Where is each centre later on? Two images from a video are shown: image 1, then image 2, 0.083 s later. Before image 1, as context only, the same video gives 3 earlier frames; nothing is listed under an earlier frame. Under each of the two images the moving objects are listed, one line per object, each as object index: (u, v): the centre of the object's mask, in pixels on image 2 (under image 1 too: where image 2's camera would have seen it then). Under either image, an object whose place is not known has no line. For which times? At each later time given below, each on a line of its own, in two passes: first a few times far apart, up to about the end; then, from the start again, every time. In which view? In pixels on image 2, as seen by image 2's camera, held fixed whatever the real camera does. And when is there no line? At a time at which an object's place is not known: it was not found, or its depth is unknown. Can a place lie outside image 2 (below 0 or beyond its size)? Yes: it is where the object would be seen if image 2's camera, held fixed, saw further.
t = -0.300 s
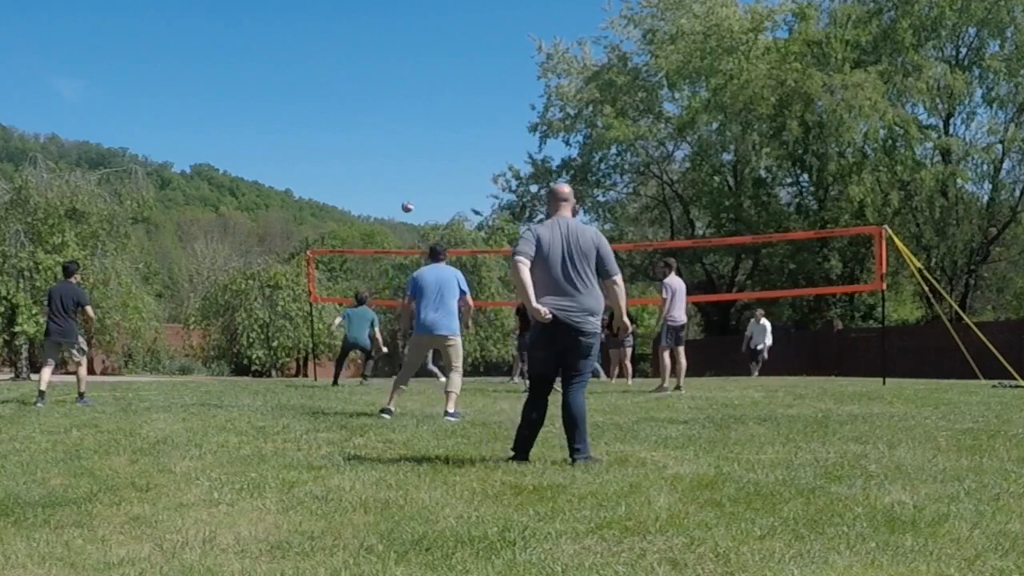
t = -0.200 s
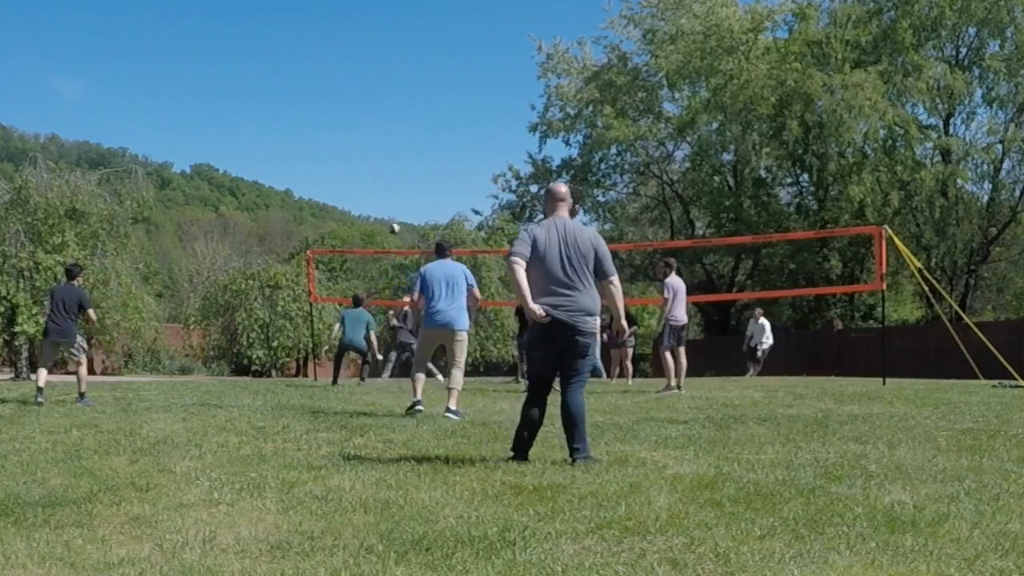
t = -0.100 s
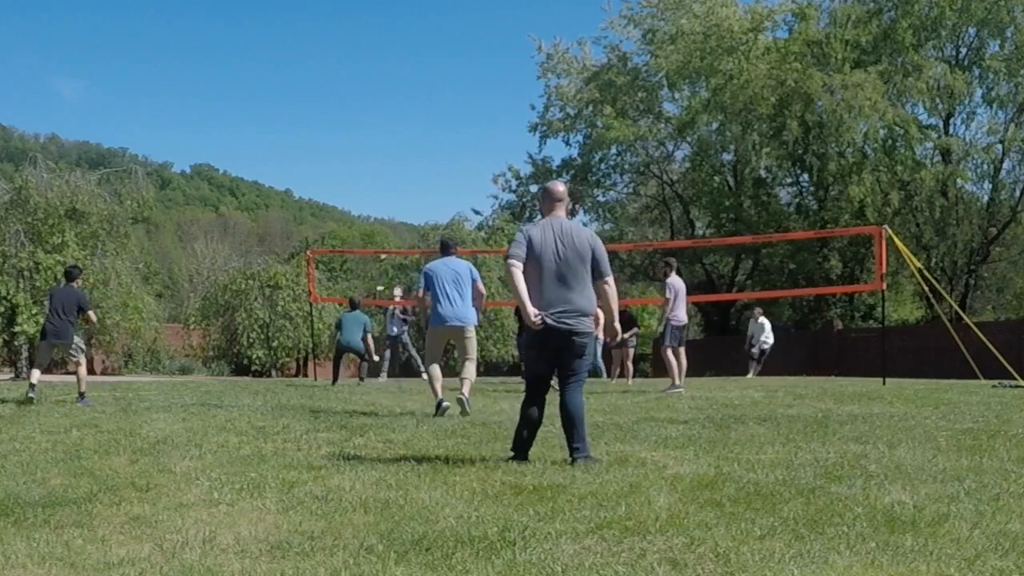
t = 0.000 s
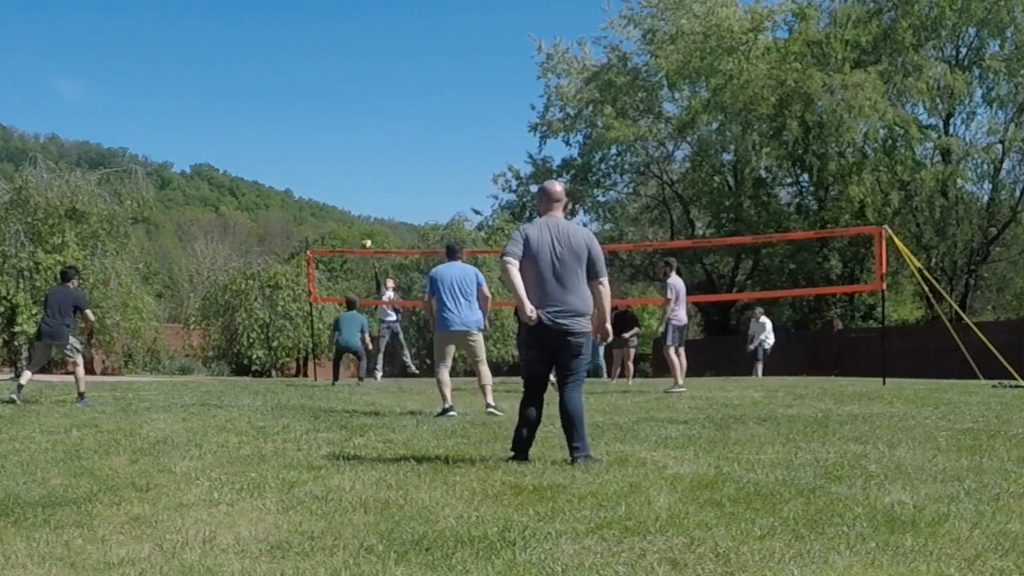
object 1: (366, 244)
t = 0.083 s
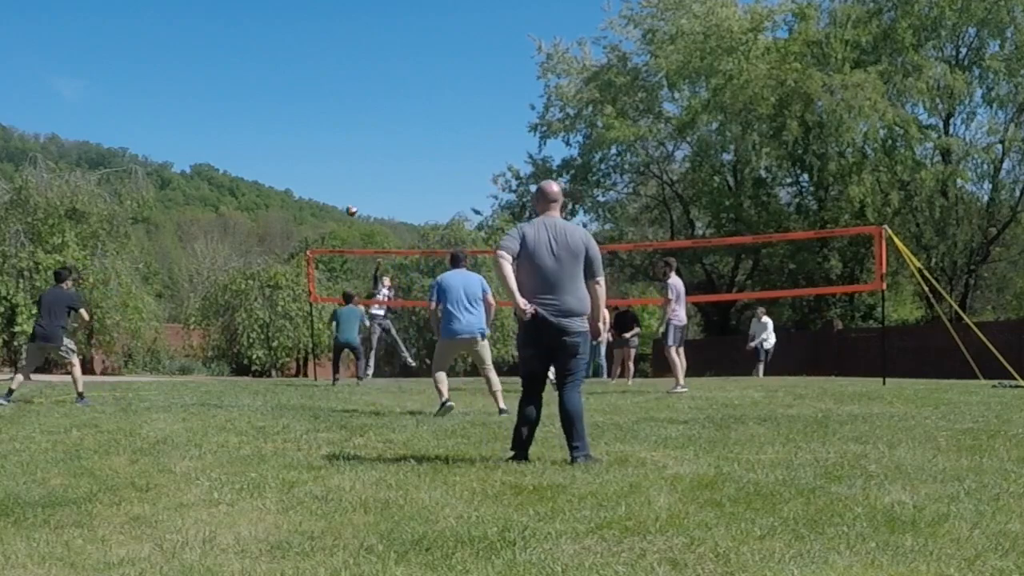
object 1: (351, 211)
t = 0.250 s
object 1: (321, 149)
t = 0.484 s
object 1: (277, 85)
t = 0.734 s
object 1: (226, 49)
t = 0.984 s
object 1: (170, 53)
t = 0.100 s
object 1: (348, 204)
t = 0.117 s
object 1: (345, 197)
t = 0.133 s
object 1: (342, 191)
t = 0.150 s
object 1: (339, 185)
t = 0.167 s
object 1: (337, 178)
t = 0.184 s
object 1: (334, 172)
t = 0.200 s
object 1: (330, 166)
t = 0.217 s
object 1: (327, 160)
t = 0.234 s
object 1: (324, 155)
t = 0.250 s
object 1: (321, 149)
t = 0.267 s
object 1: (318, 144)
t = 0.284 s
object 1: (315, 138)
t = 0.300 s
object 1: (312, 133)
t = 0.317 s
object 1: (309, 128)
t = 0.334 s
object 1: (306, 123)
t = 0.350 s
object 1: (303, 118)
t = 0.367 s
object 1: (300, 114)
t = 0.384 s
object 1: (297, 109)
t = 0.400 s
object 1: (294, 105)
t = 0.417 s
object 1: (291, 101)
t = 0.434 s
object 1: (287, 97)
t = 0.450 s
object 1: (284, 93)
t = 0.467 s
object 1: (280, 89)
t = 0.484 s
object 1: (277, 85)
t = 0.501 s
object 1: (274, 82)
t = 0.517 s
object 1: (271, 78)
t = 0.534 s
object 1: (268, 75)
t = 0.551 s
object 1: (265, 72)
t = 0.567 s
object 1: (262, 69)
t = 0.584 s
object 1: (258, 66)
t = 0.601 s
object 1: (255, 64)
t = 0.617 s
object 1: (251, 61)
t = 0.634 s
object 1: (248, 59)
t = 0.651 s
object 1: (245, 57)
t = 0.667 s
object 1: (241, 55)
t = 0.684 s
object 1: (238, 53)
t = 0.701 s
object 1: (234, 52)
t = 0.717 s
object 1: (230, 50)
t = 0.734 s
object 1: (226, 49)
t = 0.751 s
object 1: (223, 48)
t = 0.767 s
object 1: (219, 47)
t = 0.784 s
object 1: (216, 46)
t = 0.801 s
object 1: (212, 46)
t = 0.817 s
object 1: (209, 45)
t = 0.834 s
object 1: (205, 45)
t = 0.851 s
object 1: (201, 46)
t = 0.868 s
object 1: (197, 45)
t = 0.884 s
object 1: (194, 46)
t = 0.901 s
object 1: (189, 47)
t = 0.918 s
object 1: (186, 48)
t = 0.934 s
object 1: (182, 49)
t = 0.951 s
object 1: (178, 50)
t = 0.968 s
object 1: (174, 51)
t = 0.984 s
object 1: (170, 53)
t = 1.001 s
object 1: (166, 55)
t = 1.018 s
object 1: (162, 58)
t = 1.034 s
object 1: (157, 60)
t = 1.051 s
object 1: (154, 62)
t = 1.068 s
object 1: (150, 65)
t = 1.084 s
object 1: (145, 68)
